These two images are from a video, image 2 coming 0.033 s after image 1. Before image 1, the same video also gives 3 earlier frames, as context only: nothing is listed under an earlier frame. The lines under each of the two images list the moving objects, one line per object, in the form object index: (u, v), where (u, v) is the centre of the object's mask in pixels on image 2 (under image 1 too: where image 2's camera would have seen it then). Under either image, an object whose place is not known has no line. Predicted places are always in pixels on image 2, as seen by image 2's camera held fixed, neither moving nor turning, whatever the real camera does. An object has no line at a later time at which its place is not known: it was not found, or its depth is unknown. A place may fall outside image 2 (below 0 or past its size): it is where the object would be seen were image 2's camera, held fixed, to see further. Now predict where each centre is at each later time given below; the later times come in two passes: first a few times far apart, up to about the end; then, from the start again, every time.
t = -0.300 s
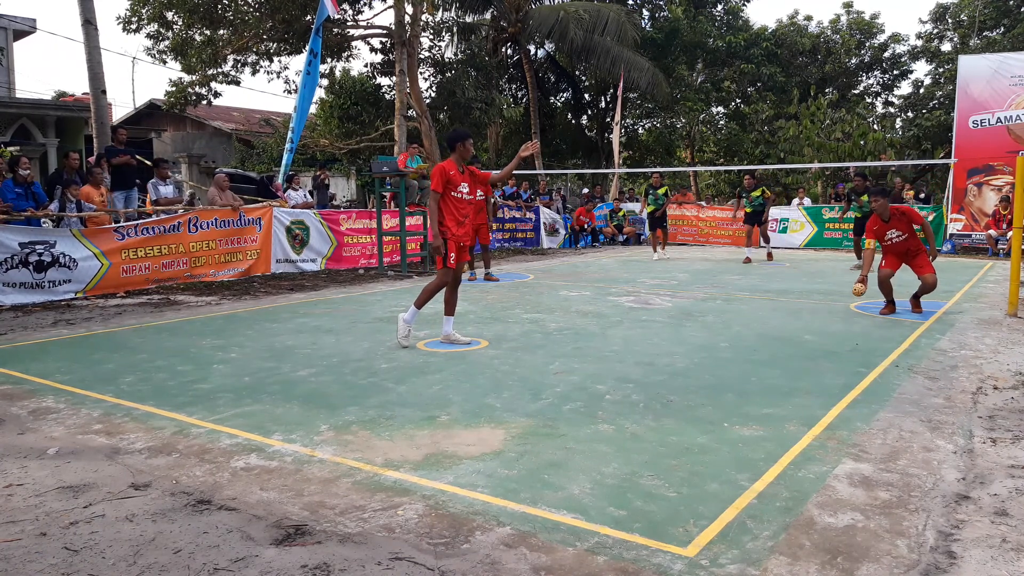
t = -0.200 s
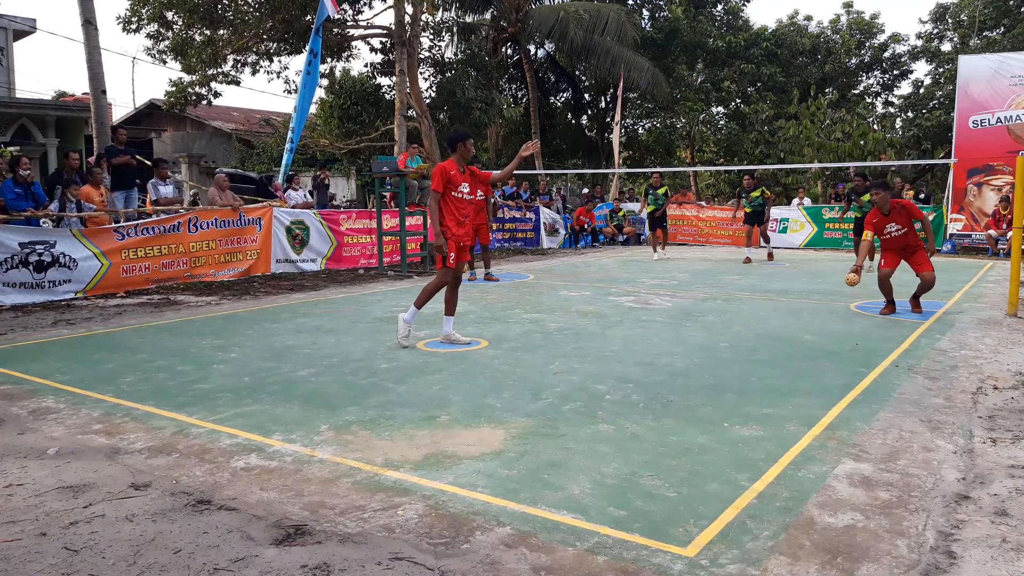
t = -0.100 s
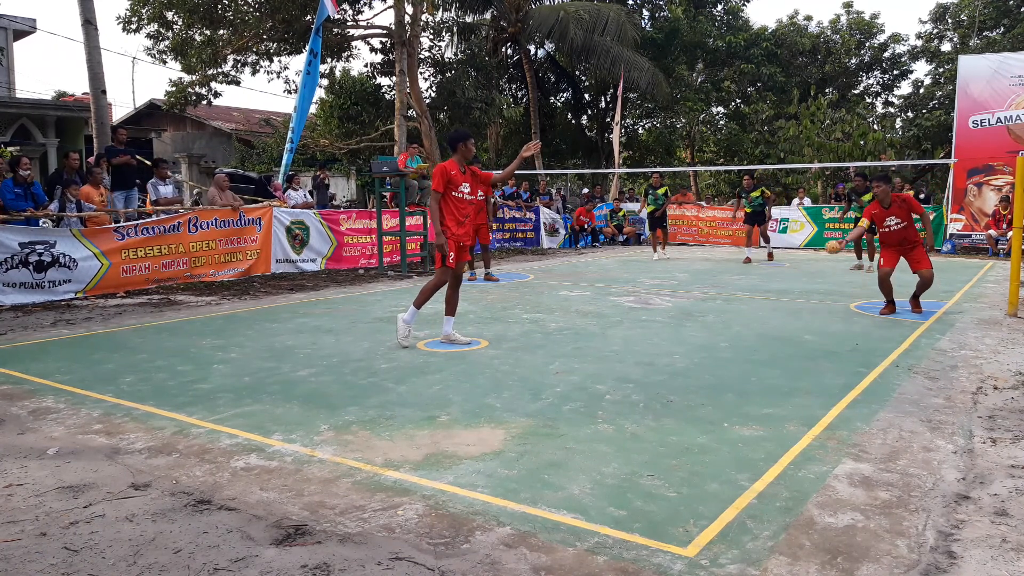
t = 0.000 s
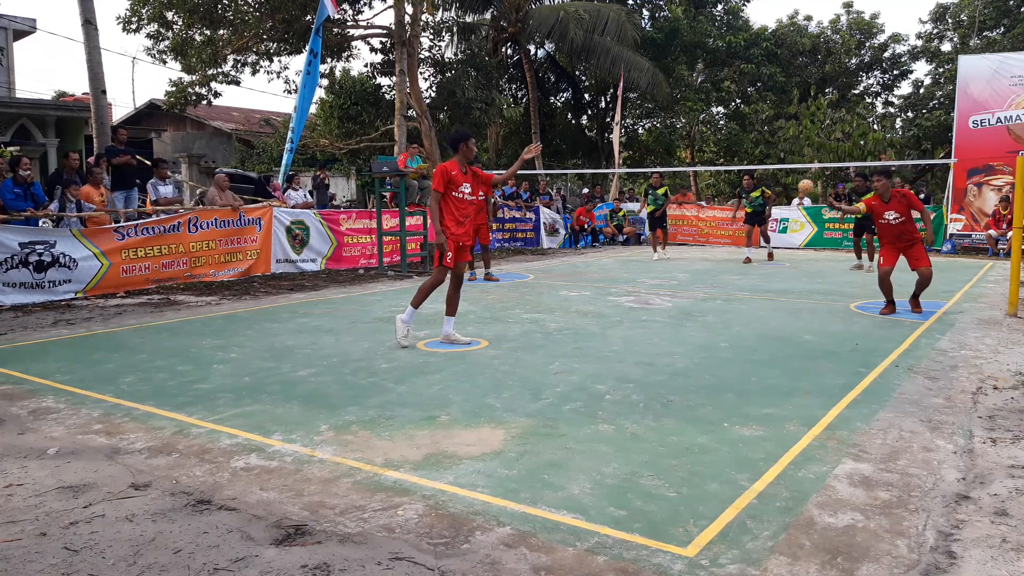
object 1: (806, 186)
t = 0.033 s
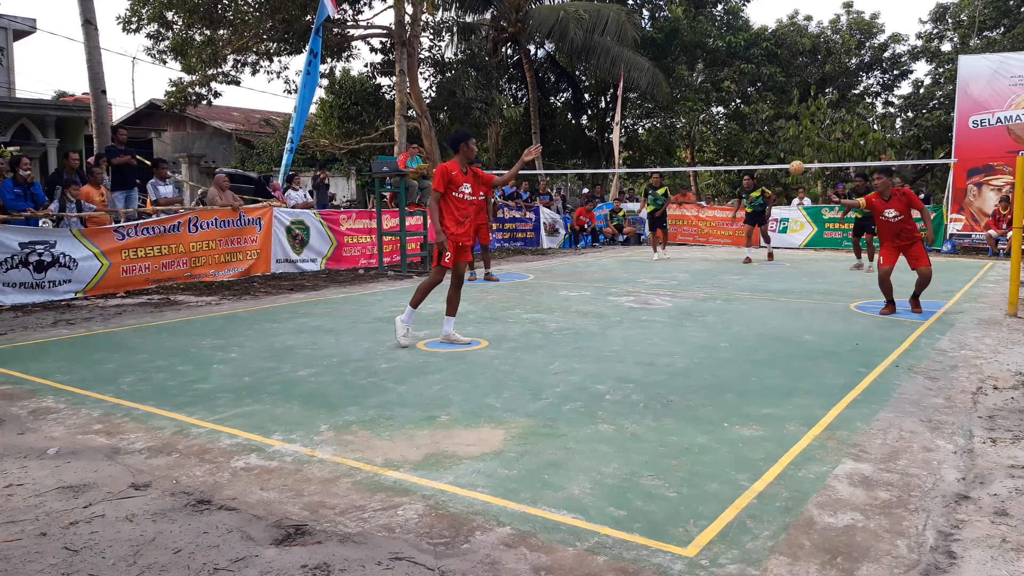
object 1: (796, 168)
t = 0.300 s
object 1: (718, 50)
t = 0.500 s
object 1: (651, 7)
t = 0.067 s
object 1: (787, 150)
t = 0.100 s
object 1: (778, 133)
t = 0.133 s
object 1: (768, 116)
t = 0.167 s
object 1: (759, 101)
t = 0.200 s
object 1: (749, 87)
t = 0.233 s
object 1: (739, 74)
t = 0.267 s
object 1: (728, 61)
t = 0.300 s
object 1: (718, 50)
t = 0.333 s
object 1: (707, 40)
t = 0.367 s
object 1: (696, 31)
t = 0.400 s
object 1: (685, 23)
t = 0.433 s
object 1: (674, 17)
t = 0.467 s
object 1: (662, 11)
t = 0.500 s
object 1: (651, 7)
